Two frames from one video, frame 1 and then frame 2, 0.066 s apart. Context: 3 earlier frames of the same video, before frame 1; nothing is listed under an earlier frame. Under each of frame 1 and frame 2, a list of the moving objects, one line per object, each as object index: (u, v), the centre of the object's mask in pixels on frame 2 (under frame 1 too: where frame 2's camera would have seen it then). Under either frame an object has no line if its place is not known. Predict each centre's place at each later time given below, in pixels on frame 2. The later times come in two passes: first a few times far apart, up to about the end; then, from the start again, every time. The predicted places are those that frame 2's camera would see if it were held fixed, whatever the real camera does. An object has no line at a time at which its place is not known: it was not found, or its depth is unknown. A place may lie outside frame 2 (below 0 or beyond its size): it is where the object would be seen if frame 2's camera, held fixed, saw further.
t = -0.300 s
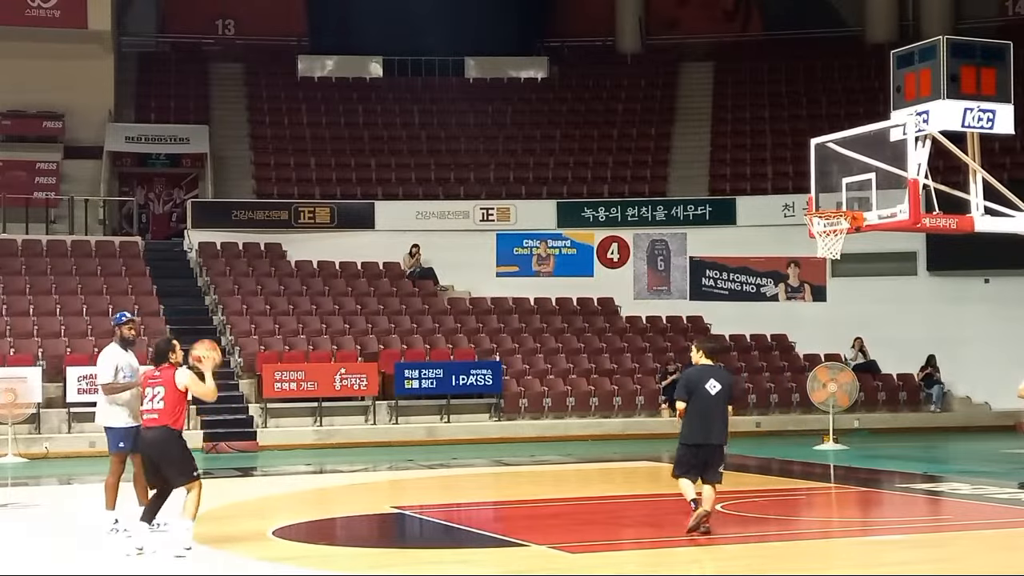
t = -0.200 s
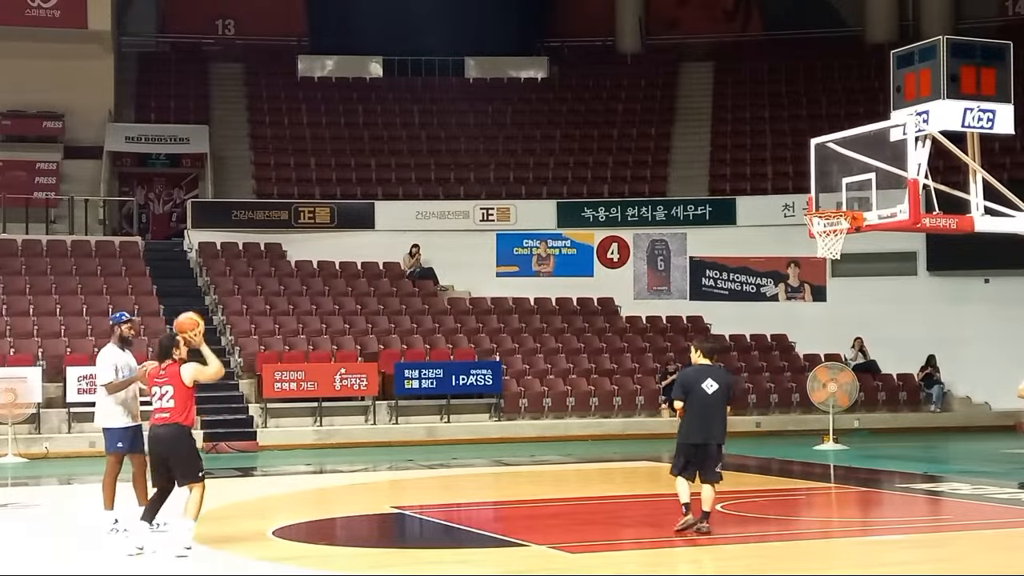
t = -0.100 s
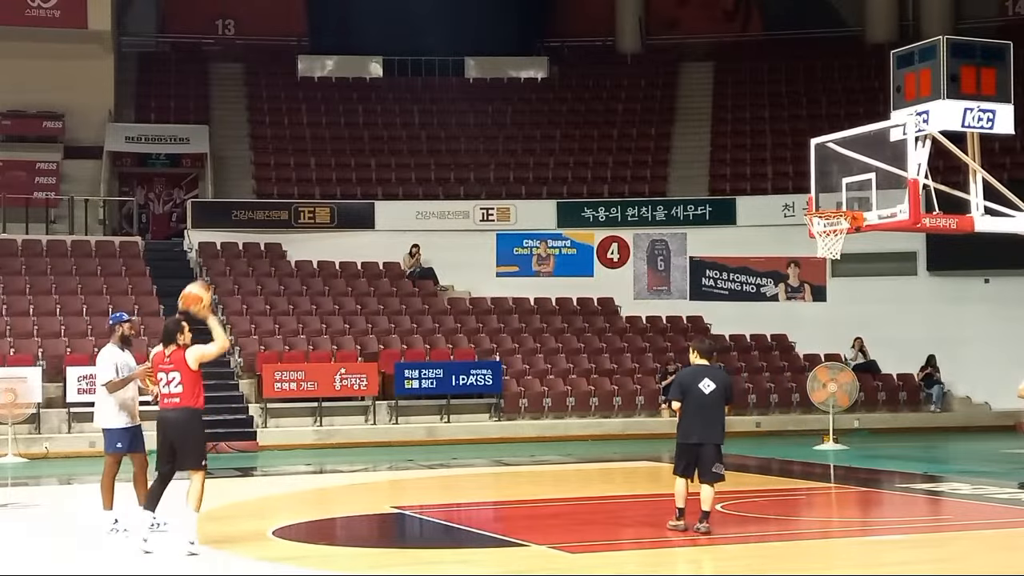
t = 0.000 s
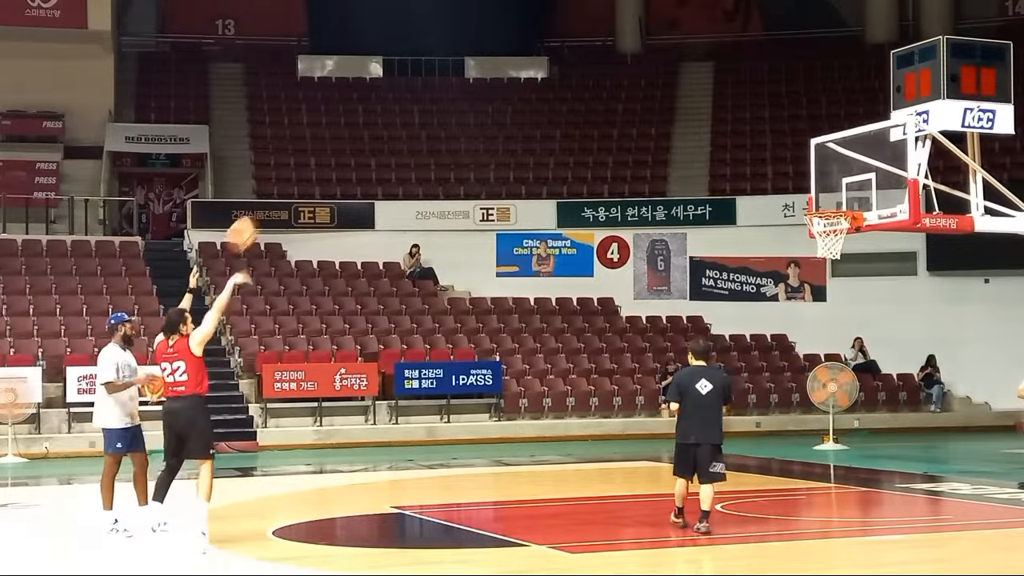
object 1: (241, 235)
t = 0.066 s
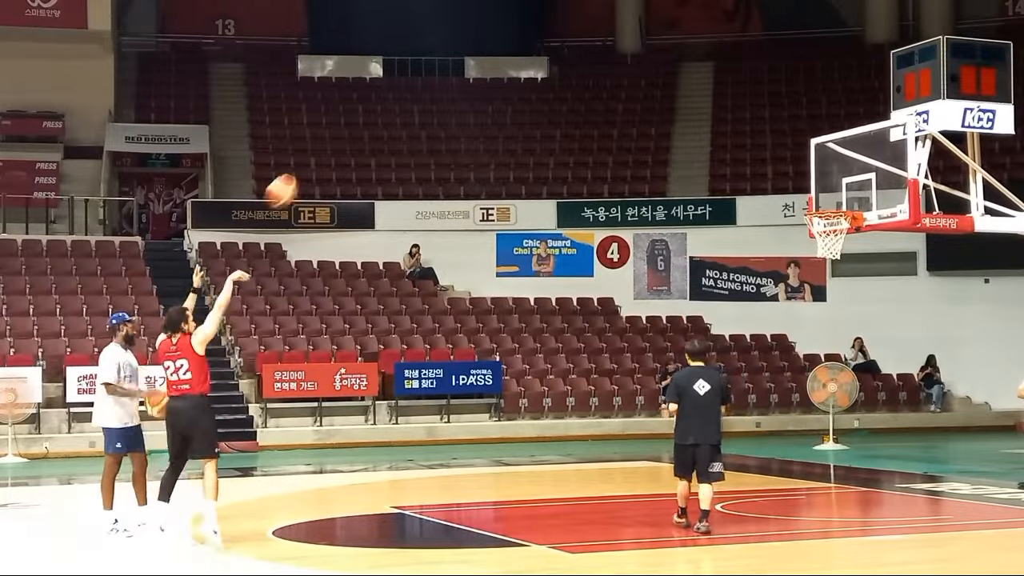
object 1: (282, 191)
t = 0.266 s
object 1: (393, 97)
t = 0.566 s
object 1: (545, 39)
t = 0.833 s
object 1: (666, 64)
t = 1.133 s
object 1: (793, 165)
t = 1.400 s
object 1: (844, 245)
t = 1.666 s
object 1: (834, 308)
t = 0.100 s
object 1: (301, 172)
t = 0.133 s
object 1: (320, 155)
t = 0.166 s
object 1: (339, 138)
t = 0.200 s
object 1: (357, 123)
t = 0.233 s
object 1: (375, 109)
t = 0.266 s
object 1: (393, 97)
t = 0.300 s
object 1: (411, 85)
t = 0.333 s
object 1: (428, 76)
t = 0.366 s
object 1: (445, 67)
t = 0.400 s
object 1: (462, 59)
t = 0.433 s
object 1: (479, 53)
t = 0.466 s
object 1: (496, 47)
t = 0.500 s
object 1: (512, 44)
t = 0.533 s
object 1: (528, 41)
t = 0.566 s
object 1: (545, 39)
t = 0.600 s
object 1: (560, 38)
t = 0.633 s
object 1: (575, 39)
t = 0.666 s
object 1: (591, 40)
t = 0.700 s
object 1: (606, 43)
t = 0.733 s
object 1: (621, 47)
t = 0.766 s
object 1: (637, 51)
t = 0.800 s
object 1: (651, 57)
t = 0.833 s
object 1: (666, 64)
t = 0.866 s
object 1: (681, 71)
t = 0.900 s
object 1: (695, 79)
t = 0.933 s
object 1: (710, 89)
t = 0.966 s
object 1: (724, 100)
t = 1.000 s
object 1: (738, 111)
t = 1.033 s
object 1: (752, 123)
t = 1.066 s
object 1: (766, 136)
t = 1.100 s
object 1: (780, 151)
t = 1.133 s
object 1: (793, 165)
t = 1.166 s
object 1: (806, 180)
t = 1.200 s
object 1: (822, 199)
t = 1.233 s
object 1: (833, 212)
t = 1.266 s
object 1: (846, 231)
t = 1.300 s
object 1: (847, 239)
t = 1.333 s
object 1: (846, 240)
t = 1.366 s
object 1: (845, 242)
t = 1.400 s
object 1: (844, 245)
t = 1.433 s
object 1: (843, 249)
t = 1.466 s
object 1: (841, 254)
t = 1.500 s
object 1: (840, 260)
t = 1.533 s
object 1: (839, 268)
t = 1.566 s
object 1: (838, 276)
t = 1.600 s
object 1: (836, 286)
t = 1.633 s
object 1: (836, 296)
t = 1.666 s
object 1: (834, 308)
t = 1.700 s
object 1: (833, 320)
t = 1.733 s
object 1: (832, 333)
